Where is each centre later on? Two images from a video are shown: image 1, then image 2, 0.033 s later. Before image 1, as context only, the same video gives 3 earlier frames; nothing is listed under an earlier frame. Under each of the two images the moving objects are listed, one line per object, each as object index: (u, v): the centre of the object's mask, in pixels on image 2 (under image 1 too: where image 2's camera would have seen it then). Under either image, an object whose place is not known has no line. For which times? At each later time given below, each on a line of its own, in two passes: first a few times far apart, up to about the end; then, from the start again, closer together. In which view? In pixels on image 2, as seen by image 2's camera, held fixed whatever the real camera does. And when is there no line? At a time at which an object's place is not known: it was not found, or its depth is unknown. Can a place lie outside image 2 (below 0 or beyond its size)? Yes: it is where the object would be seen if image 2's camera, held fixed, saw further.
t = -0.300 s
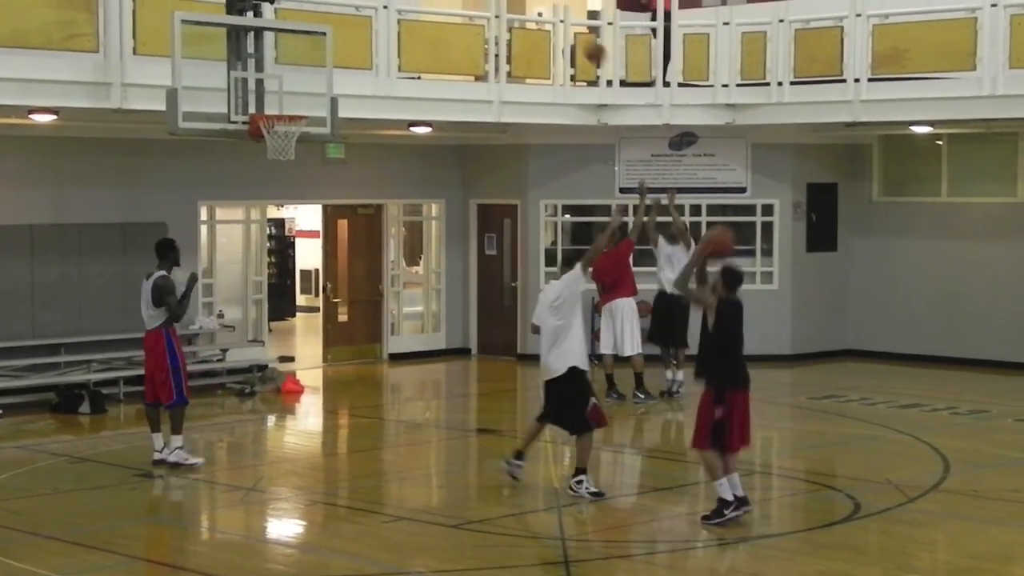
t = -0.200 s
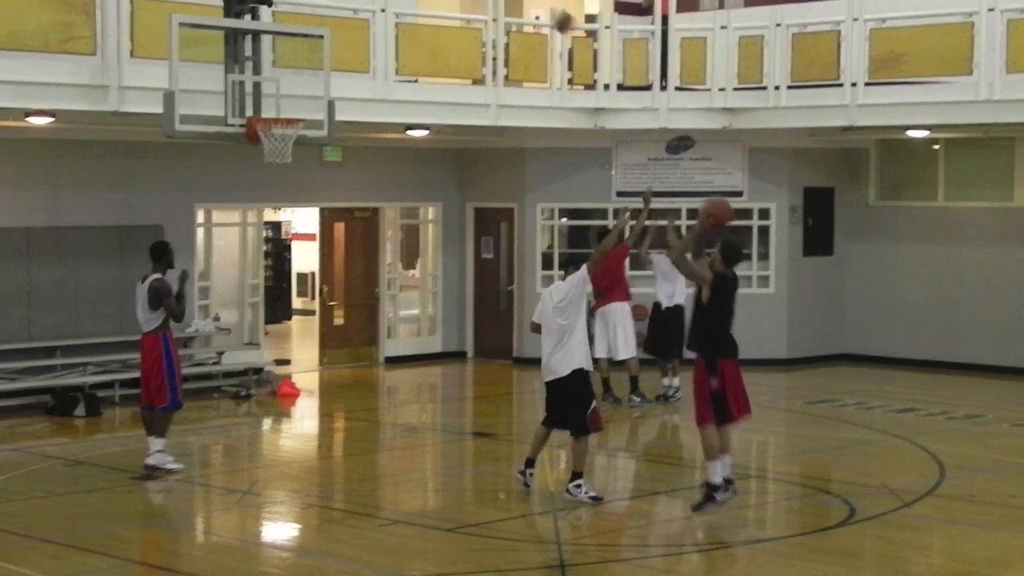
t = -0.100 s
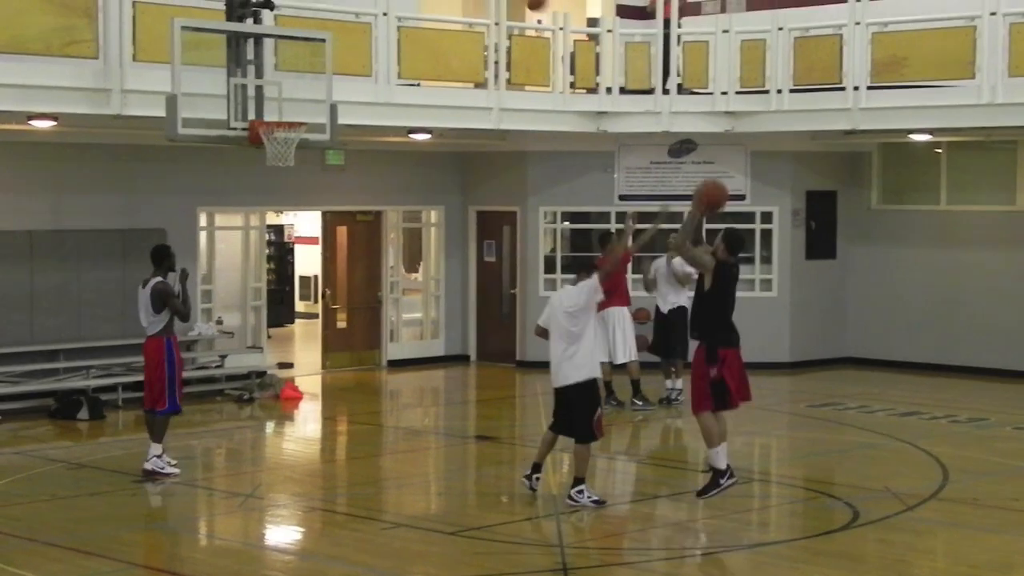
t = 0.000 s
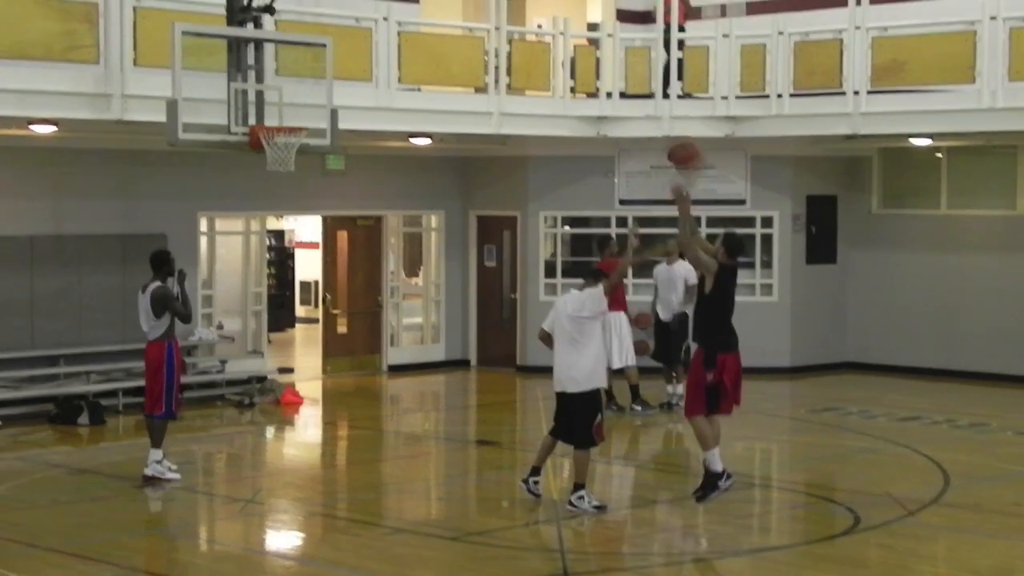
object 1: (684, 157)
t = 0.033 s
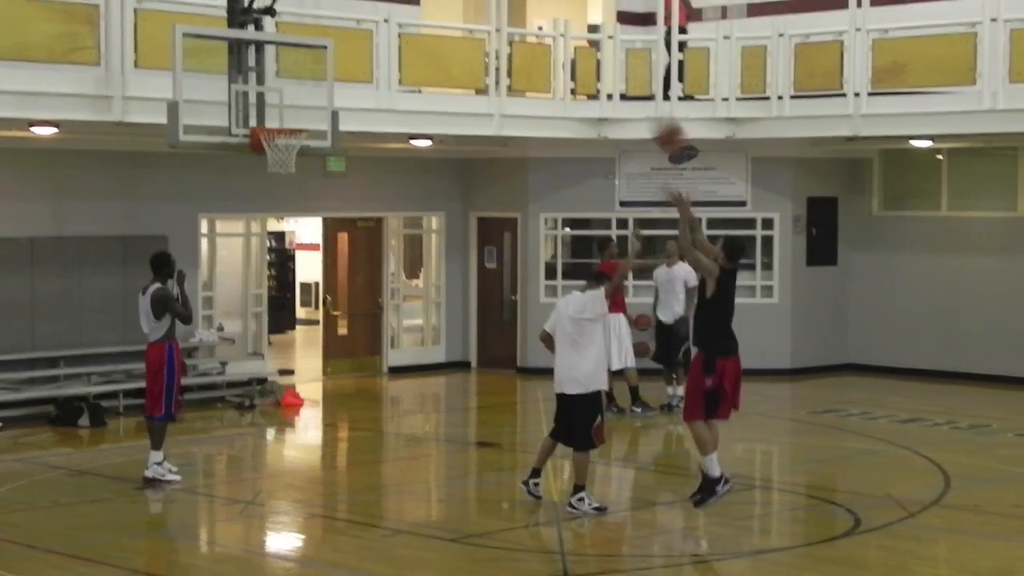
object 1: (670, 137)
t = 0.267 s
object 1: (560, 27)
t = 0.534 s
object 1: (450, -2)
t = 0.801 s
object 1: (352, 43)
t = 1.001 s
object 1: (288, 120)
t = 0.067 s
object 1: (652, 115)
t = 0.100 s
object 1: (637, 94)
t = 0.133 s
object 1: (621, 79)
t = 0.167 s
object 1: (605, 64)
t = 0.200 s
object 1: (592, 52)
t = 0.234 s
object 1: (575, 37)
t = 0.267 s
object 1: (560, 27)
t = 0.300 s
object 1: (545, 18)
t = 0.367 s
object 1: (518, 6)
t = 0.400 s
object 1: (505, 2)
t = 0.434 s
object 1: (489, 0)
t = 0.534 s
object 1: (450, -2)
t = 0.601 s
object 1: (426, 0)
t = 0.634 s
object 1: (413, 4)
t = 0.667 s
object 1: (400, 10)
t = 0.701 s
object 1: (387, 16)
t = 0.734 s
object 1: (375, 24)
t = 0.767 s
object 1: (363, 33)
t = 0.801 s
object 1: (352, 43)
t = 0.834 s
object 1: (341, 54)
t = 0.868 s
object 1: (330, 65)
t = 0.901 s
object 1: (319, 77)
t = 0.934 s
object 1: (308, 93)
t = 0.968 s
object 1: (298, 107)
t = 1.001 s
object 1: (288, 120)
